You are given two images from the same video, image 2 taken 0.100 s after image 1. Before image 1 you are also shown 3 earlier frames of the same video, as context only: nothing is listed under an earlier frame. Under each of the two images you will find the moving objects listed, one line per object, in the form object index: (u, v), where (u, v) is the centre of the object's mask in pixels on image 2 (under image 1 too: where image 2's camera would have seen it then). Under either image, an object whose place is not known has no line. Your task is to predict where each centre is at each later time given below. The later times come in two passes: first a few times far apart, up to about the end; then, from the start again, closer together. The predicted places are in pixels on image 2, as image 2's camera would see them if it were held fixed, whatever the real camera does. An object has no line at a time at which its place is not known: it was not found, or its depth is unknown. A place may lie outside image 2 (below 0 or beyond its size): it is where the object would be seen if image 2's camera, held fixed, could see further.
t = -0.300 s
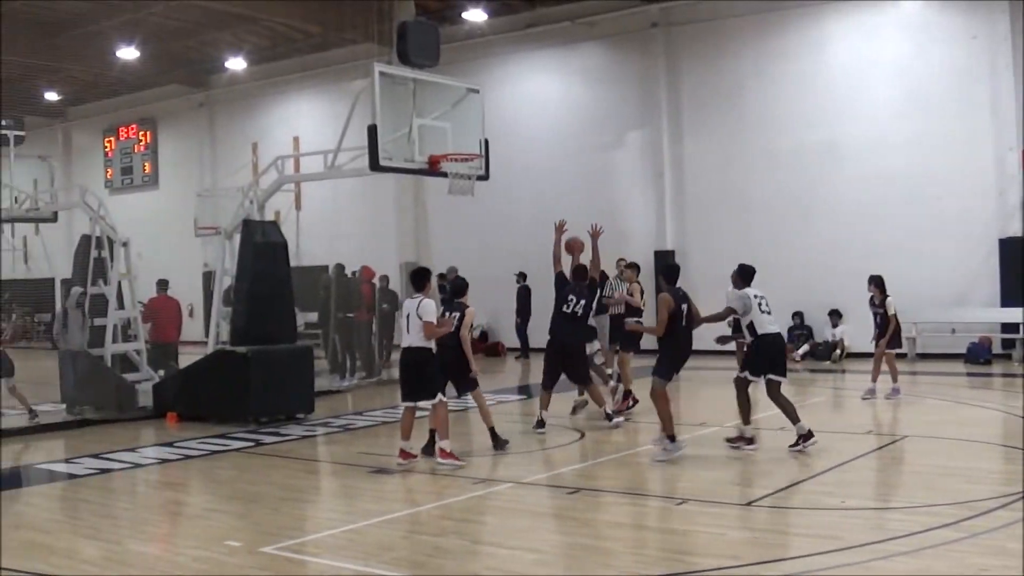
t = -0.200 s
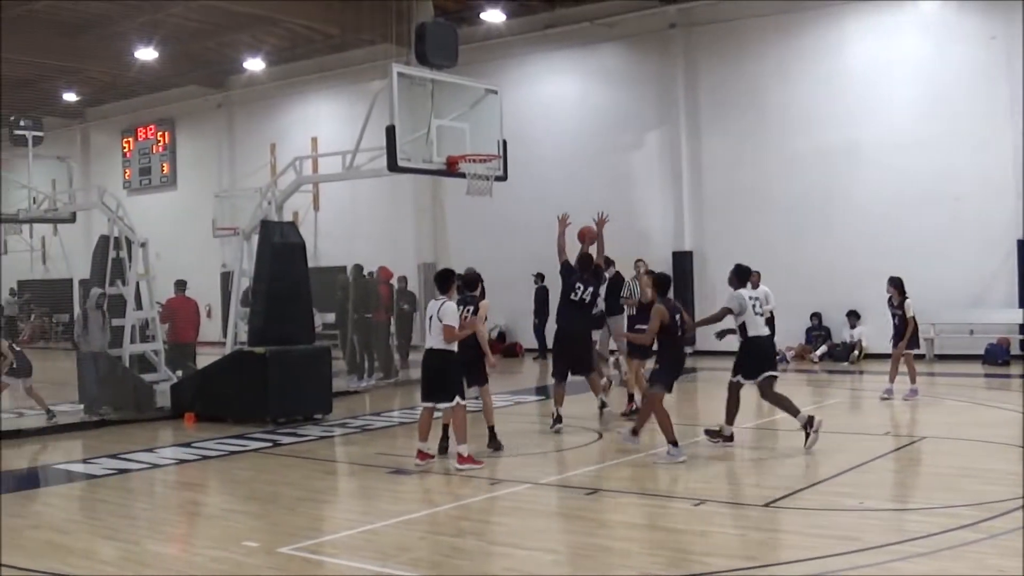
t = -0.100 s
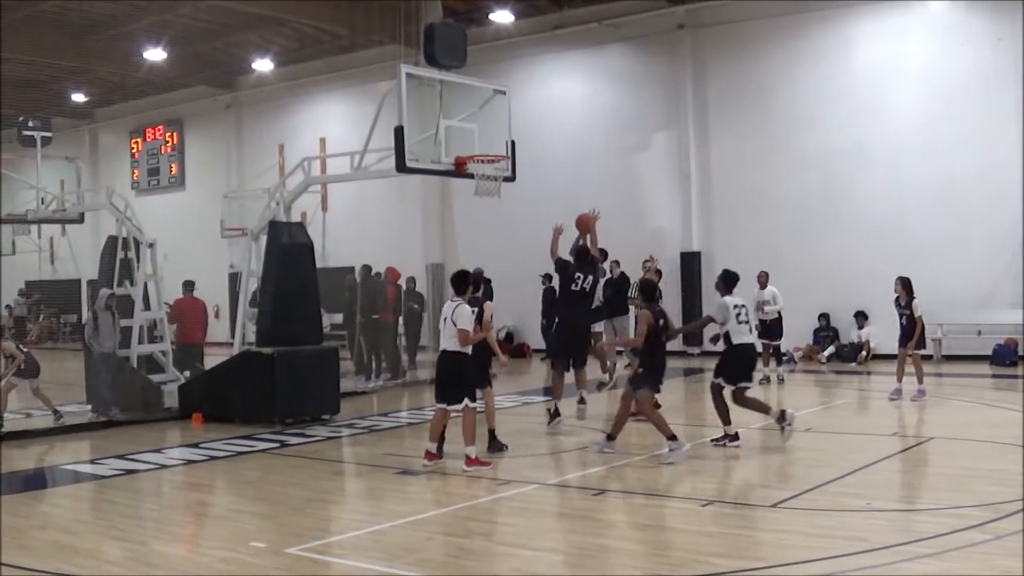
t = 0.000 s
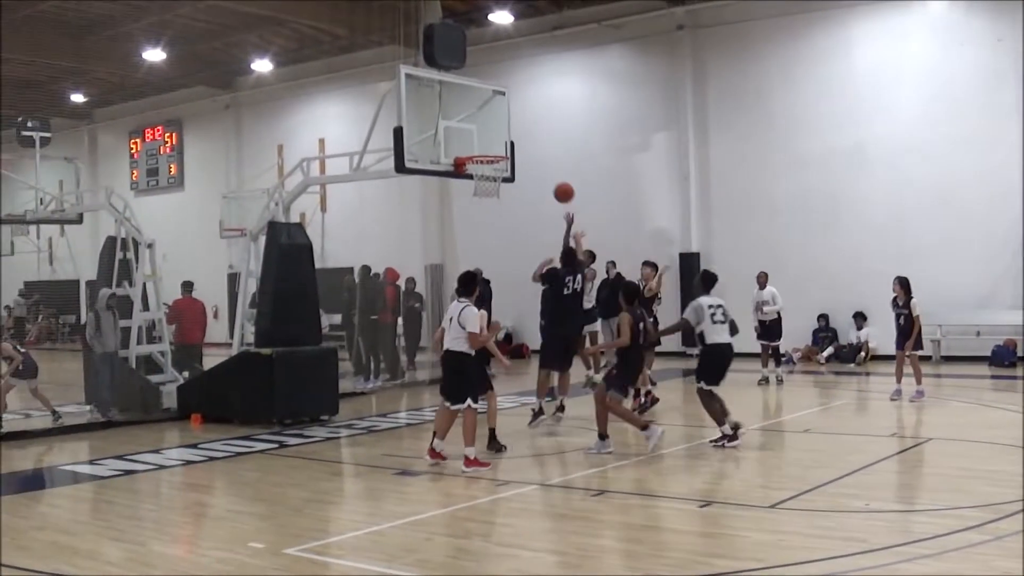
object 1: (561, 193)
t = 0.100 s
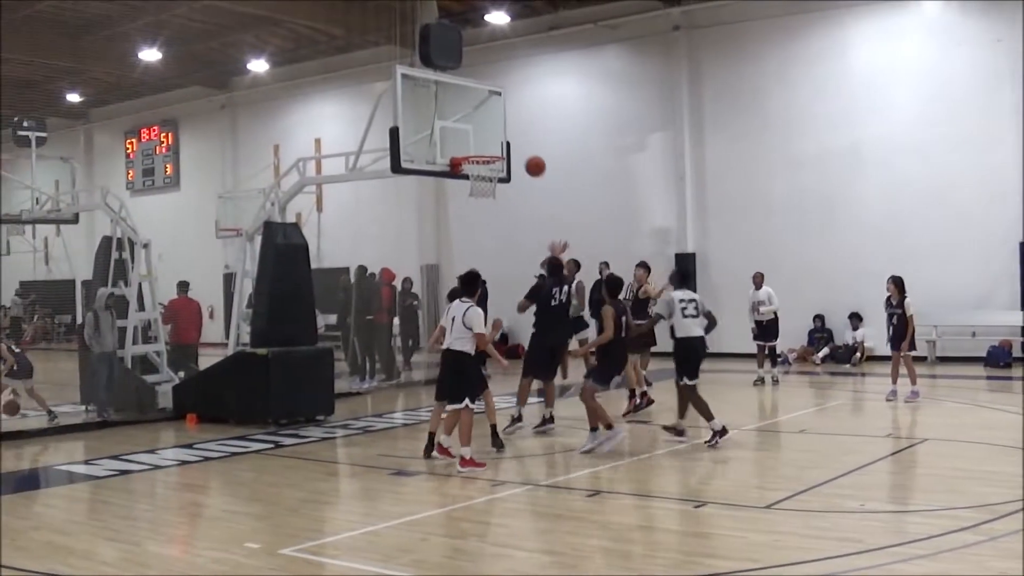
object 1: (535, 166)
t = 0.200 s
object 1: (510, 147)
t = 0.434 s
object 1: (467, 137)
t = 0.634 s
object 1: (477, 143)
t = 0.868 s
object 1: (513, 161)
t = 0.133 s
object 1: (527, 159)
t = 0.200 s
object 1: (510, 147)
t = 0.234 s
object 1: (501, 143)
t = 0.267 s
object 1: (492, 139)
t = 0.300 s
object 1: (483, 136)
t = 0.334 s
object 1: (474, 135)
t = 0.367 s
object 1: (469, 135)
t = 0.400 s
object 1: (468, 135)
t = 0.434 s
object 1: (467, 137)
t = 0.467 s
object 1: (466, 140)
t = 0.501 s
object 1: (465, 144)
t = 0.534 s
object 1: (464, 148)
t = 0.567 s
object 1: (468, 147)
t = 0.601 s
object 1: (473, 145)
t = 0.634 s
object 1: (477, 143)
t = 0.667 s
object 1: (482, 143)
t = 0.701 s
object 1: (487, 143)
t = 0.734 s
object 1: (492, 145)
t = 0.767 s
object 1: (496, 148)
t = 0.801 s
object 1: (502, 151)
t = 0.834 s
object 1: (507, 155)
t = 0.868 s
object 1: (513, 161)
